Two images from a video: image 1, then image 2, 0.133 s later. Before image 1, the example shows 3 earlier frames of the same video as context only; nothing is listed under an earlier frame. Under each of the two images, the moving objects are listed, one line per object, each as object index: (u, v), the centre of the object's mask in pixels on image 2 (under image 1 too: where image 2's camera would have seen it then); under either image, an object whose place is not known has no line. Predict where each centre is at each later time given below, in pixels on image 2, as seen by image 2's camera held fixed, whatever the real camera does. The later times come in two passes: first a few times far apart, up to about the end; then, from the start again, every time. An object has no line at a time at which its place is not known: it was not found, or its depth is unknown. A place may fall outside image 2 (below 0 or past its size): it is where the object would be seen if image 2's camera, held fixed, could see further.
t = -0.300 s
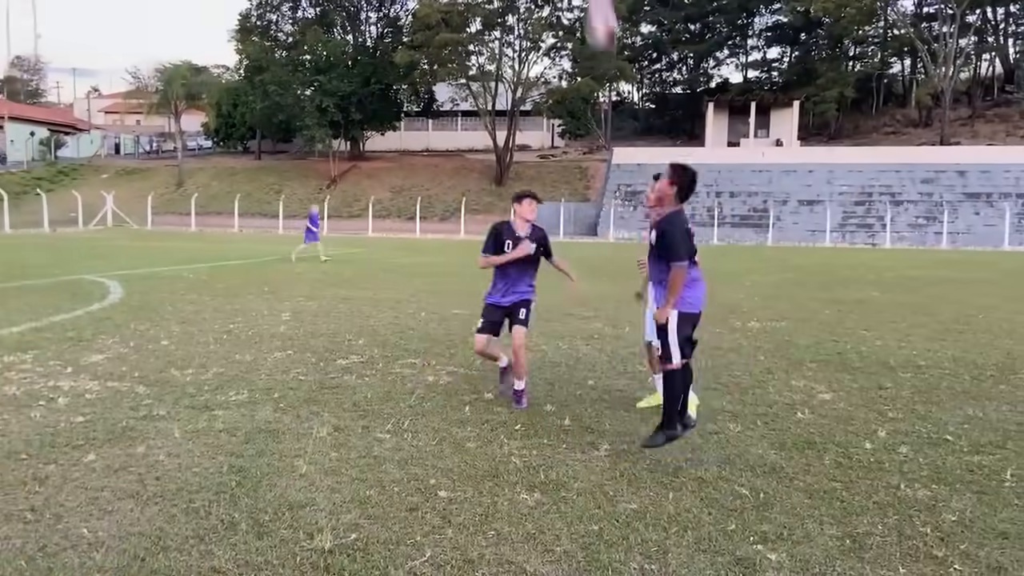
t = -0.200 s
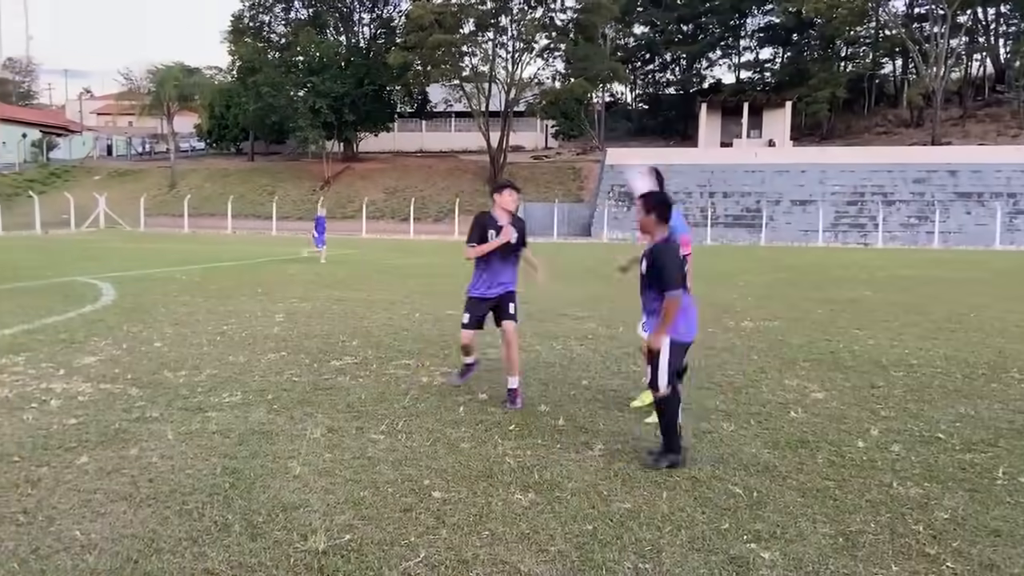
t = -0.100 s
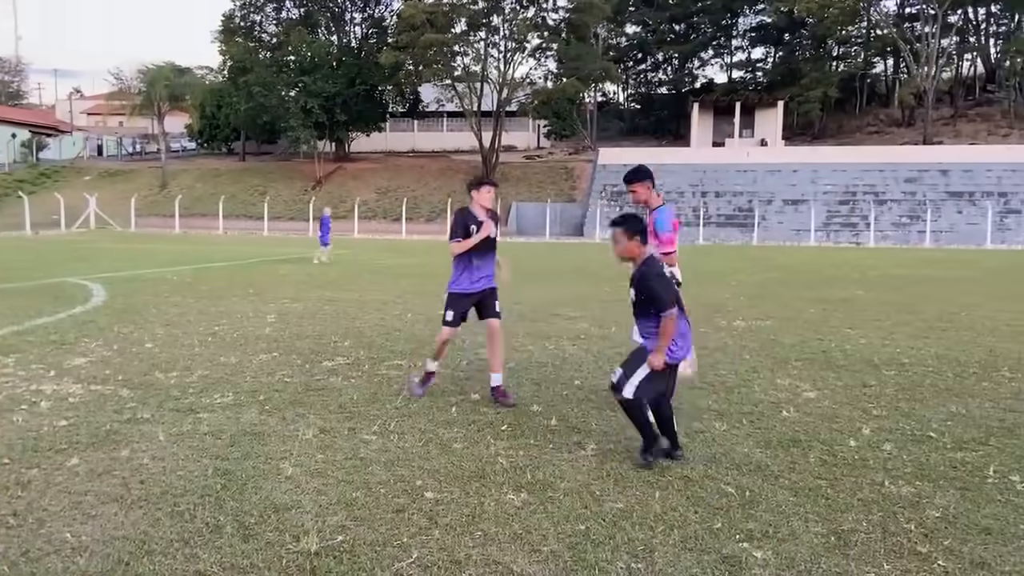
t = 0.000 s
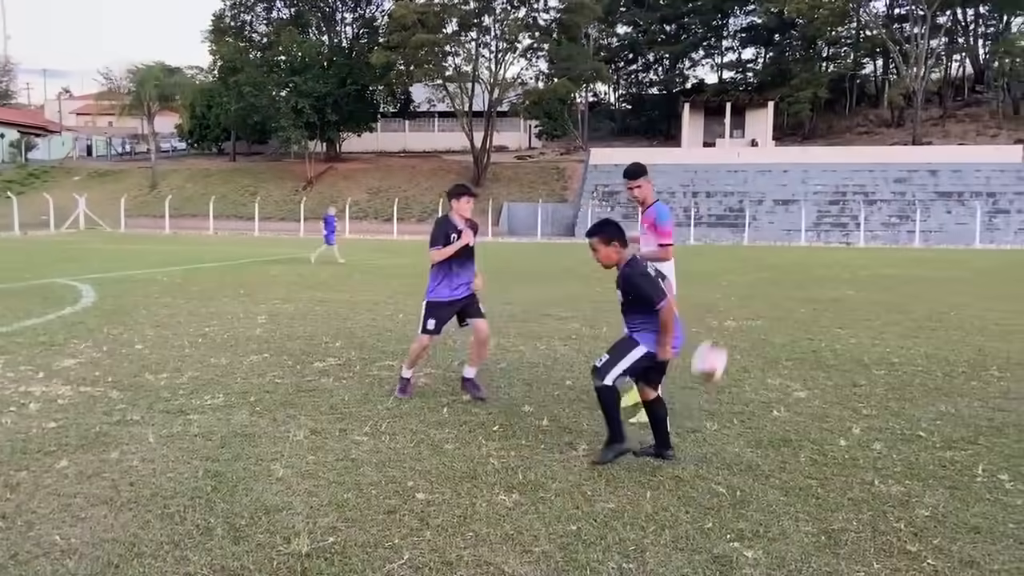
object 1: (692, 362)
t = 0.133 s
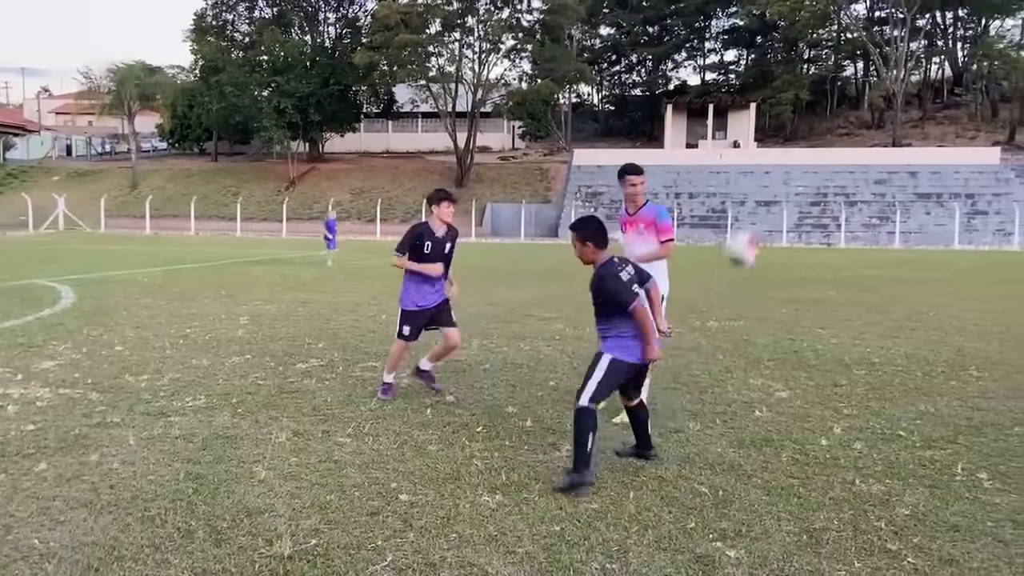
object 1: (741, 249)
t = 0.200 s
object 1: (770, 198)
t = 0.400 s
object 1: (840, 96)
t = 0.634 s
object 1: (918, 52)
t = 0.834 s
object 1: (983, 78)
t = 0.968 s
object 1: (1017, 128)
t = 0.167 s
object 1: (758, 220)
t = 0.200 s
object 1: (770, 198)
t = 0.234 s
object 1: (780, 178)
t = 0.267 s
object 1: (792, 156)
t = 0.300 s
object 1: (804, 138)
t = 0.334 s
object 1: (816, 123)
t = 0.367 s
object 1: (829, 109)
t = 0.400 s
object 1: (840, 96)
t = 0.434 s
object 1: (852, 84)
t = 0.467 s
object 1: (864, 75)
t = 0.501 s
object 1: (877, 66)
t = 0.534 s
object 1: (888, 60)
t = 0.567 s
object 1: (899, 55)
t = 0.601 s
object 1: (909, 53)
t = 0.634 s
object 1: (918, 52)
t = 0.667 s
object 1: (930, 58)
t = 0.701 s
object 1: (940, 58)
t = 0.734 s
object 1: (949, 58)
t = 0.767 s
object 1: (963, 61)
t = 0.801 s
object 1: (970, 69)
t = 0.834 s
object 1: (983, 78)
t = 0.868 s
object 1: (988, 89)
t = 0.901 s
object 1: (998, 99)
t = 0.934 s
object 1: (1008, 114)
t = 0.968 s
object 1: (1017, 128)
